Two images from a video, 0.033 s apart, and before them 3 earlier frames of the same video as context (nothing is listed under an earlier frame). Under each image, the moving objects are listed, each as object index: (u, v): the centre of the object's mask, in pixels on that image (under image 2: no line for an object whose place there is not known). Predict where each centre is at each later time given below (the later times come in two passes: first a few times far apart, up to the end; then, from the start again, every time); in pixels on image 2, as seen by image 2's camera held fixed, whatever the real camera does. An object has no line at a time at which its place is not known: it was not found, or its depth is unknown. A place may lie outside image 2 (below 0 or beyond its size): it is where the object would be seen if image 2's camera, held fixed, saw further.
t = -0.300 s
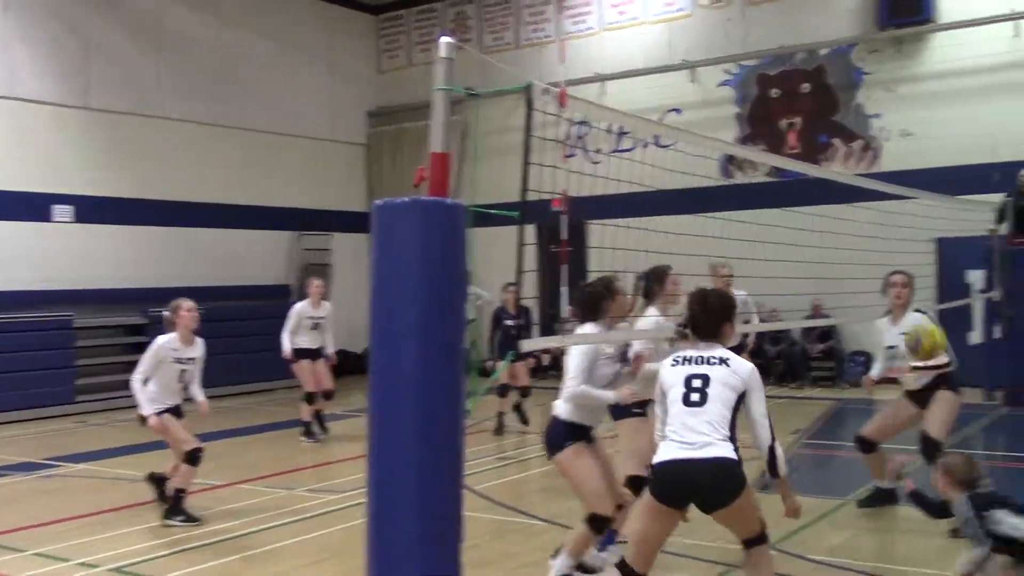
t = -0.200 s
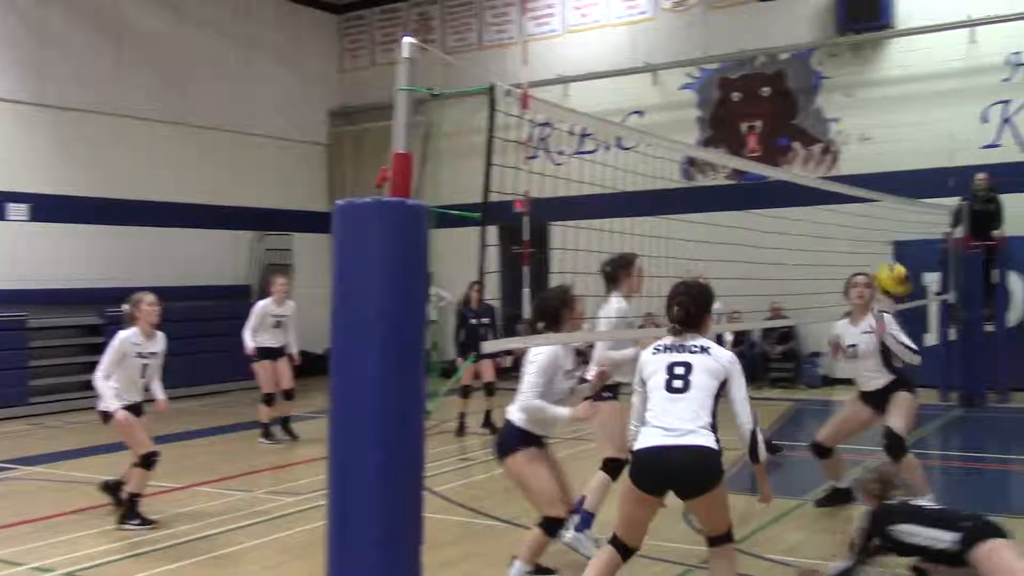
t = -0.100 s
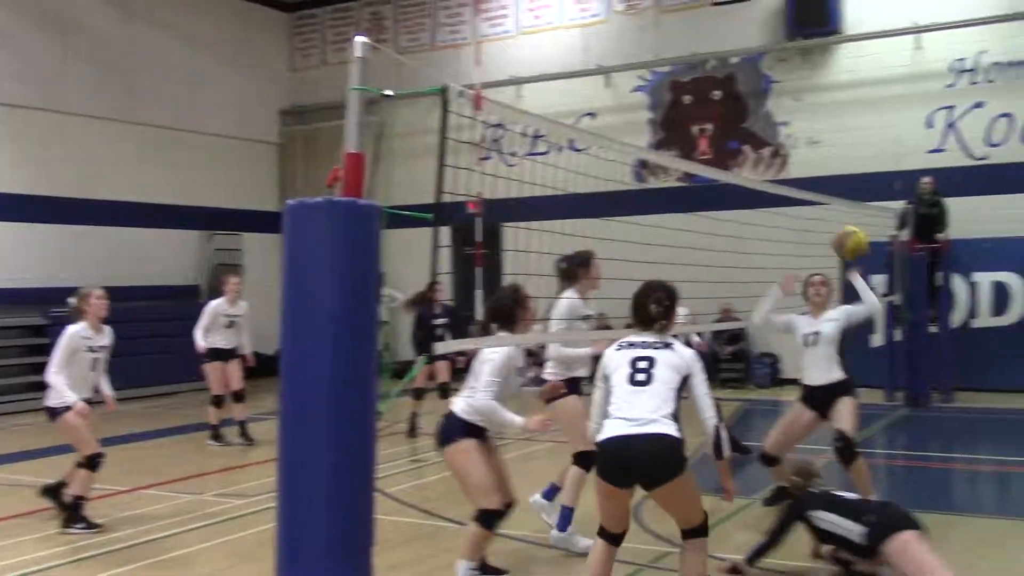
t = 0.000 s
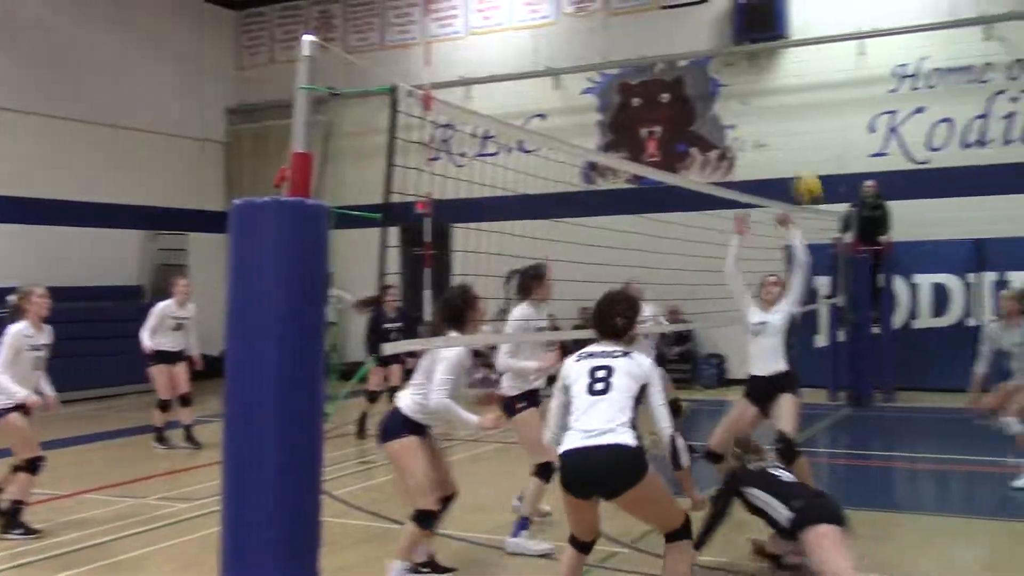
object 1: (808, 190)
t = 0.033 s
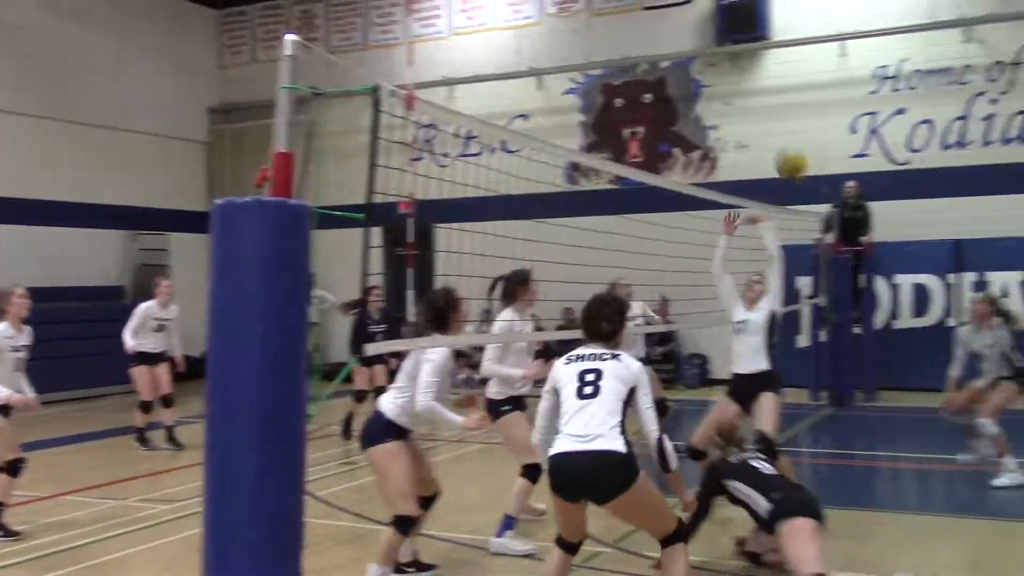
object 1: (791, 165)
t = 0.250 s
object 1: (815, 52)
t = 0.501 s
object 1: (842, 10)
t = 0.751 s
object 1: (869, 52)
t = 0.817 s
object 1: (875, 78)
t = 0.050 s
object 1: (793, 154)
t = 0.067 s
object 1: (795, 144)
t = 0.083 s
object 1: (797, 133)
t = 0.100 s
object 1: (799, 123)
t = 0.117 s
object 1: (800, 113)
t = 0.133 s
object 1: (803, 105)
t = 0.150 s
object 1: (804, 95)
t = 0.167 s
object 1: (806, 87)
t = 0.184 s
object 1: (808, 79)
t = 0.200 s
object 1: (809, 71)
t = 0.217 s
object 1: (811, 64)
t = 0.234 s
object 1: (813, 57)
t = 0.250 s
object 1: (815, 52)
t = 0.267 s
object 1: (816, 47)
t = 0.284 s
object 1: (818, 42)
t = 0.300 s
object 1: (820, 37)
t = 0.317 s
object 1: (822, 32)
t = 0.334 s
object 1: (823, 28)
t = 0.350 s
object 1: (825, 25)
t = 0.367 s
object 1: (827, 22)
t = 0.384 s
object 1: (829, 18)
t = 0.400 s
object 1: (831, 16)
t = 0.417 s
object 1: (833, 14)
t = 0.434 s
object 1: (835, 13)
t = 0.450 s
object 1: (836, 11)
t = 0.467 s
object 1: (838, 11)
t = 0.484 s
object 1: (840, 10)
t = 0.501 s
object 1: (842, 10)
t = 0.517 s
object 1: (843, 10)
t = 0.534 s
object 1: (845, 11)
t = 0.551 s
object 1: (847, 12)
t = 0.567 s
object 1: (849, 13)
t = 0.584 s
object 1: (851, 14)
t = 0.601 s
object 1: (853, 17)
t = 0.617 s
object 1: (855, 20)
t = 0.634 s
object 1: (857, 22)
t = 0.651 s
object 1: (858, 26)
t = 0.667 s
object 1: (860, 29)
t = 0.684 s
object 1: (862, 33)
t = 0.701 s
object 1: (863, 37)
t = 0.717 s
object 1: (865, 42)
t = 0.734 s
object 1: (866, 47)
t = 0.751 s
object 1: (869, 52)
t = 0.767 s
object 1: (870, 57)
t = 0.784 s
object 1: (872, 65)
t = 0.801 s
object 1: (874, 70)
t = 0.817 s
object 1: (875, 78)
